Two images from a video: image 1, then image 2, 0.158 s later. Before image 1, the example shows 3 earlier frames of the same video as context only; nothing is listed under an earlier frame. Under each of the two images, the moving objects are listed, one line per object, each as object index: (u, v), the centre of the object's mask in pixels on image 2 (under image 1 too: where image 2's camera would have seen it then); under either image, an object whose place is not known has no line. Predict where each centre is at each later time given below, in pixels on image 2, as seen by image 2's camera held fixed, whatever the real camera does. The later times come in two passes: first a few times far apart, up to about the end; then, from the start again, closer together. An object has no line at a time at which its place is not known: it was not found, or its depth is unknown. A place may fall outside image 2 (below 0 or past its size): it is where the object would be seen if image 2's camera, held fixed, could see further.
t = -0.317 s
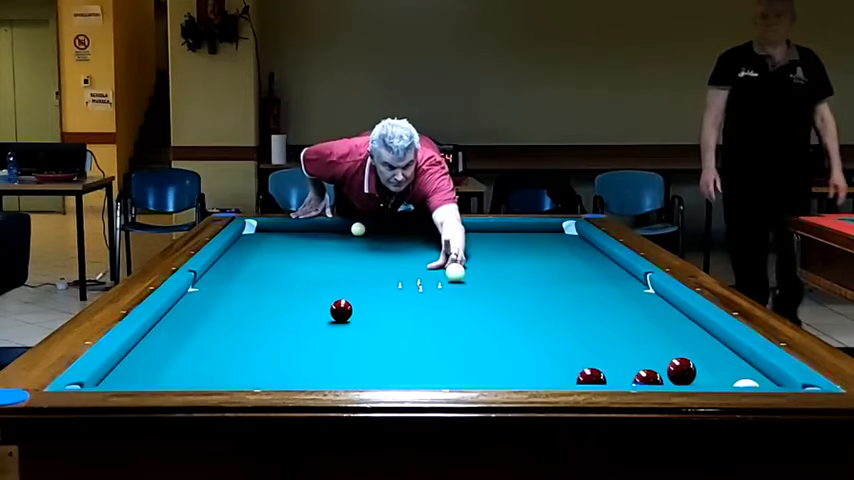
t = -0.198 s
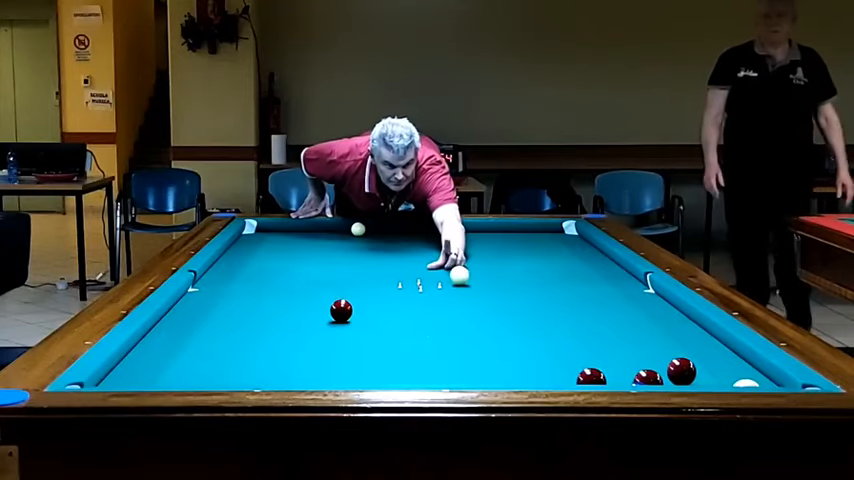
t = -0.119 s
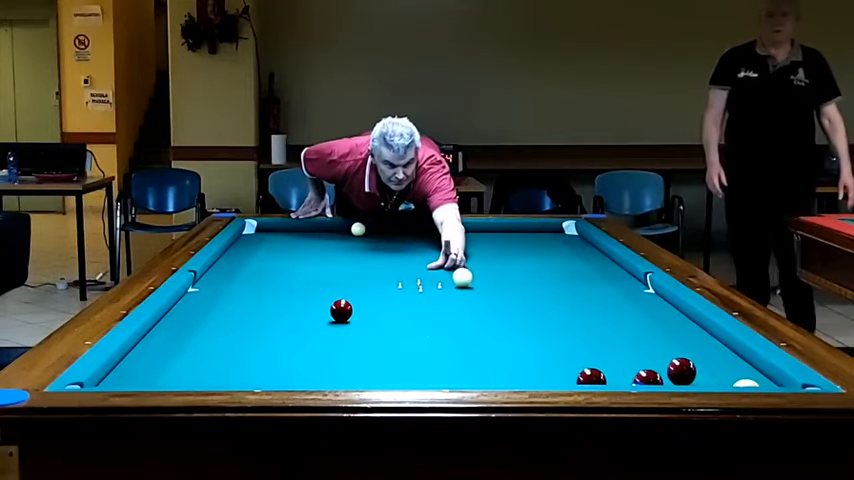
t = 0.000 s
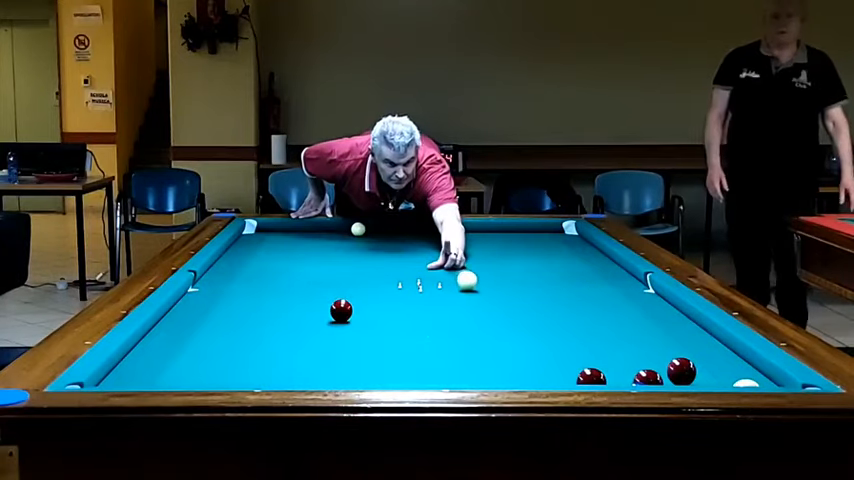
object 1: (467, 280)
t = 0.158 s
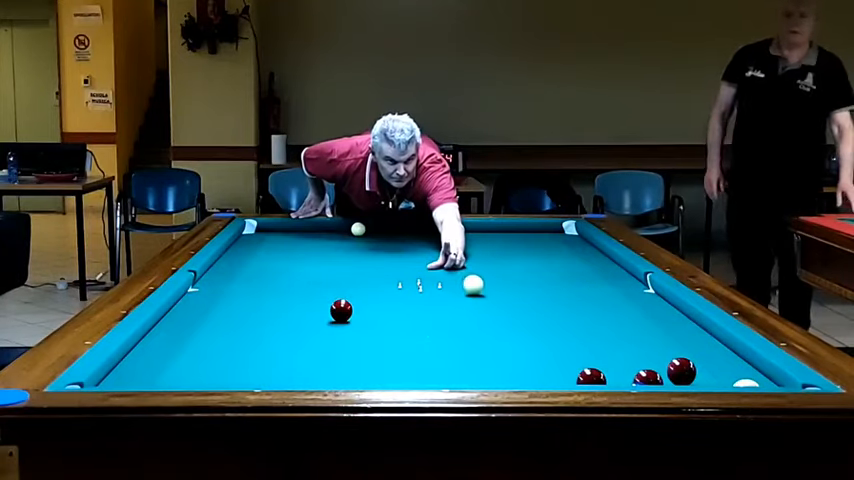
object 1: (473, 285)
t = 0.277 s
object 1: (478, 288)
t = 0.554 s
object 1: (489, 296)
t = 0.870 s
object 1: (504, 305)
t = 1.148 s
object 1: (517, 314)
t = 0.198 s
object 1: (475, 286)
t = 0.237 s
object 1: (476, 287)
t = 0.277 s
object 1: (478, 288)
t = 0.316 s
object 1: (479, 289)
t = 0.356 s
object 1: (481, 290)
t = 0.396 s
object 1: (483, 291)
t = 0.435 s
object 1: (484, 292)
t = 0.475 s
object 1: (486, 294)
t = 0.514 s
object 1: (488, 295)
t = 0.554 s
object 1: (489, 296)
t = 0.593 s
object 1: (491, 297)
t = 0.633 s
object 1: (493, 298)
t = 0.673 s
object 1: (495, 299)
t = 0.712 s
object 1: (497, 301)
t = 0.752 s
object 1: (499, 302)
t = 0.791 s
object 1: (500, 303)
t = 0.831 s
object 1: (502, 304)
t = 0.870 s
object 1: (504, 305)
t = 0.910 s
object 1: (506, 307)
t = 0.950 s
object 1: (508, 308)
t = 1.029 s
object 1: (511, 311)
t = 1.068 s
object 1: (514, 312)
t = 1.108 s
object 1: (516, 313)
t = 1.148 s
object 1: (517, 314)
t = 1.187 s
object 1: (519, 315)
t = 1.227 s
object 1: (522, 317)
